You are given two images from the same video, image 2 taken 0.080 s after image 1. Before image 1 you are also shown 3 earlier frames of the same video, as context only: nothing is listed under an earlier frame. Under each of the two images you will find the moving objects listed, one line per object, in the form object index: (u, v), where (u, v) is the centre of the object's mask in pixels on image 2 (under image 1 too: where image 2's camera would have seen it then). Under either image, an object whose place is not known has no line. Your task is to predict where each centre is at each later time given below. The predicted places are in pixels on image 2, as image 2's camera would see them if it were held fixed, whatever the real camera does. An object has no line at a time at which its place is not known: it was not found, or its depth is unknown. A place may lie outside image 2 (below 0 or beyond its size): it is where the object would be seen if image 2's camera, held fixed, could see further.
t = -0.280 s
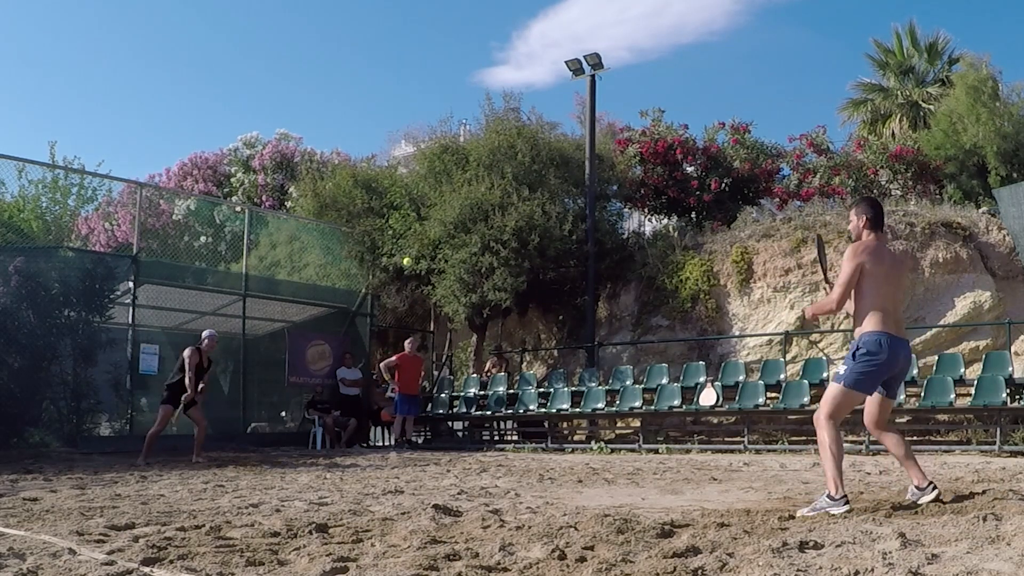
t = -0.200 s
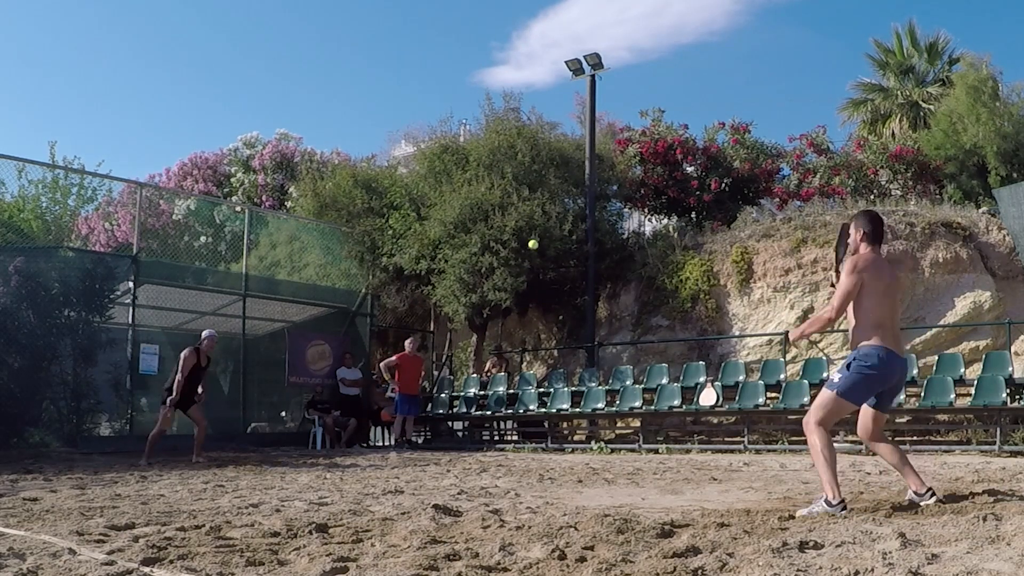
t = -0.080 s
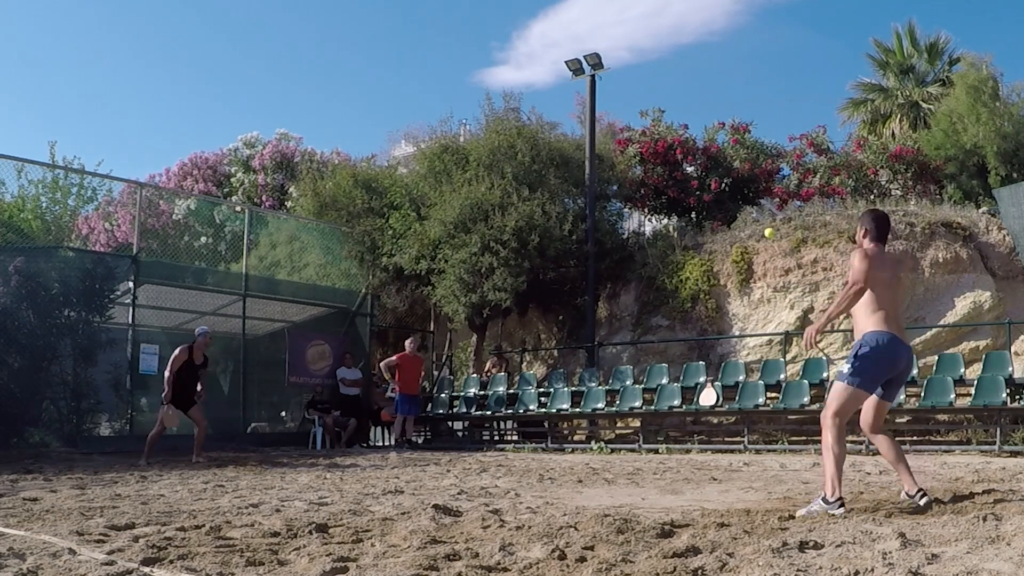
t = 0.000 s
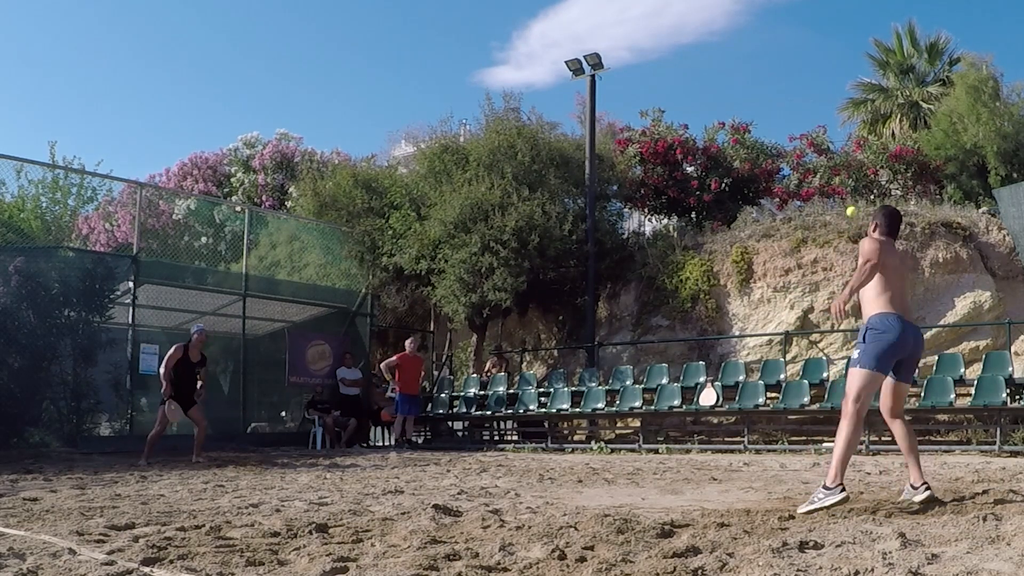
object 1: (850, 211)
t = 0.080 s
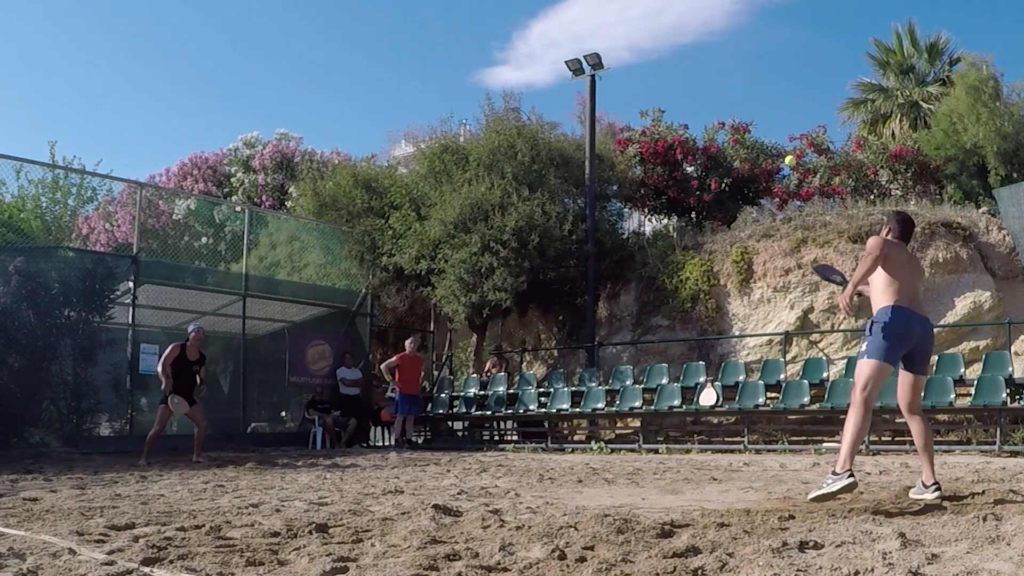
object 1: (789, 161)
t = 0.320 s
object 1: (620, 72)
